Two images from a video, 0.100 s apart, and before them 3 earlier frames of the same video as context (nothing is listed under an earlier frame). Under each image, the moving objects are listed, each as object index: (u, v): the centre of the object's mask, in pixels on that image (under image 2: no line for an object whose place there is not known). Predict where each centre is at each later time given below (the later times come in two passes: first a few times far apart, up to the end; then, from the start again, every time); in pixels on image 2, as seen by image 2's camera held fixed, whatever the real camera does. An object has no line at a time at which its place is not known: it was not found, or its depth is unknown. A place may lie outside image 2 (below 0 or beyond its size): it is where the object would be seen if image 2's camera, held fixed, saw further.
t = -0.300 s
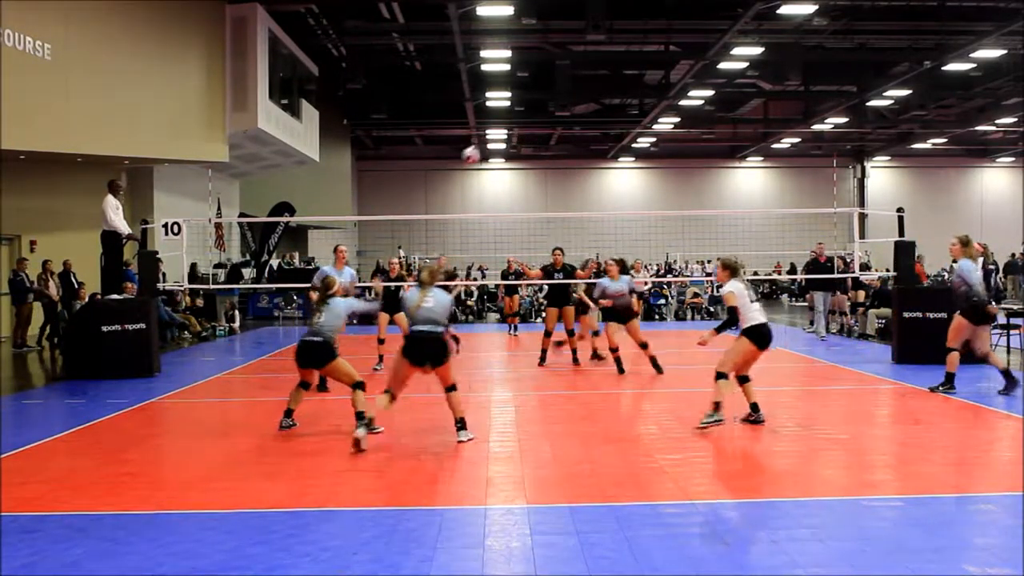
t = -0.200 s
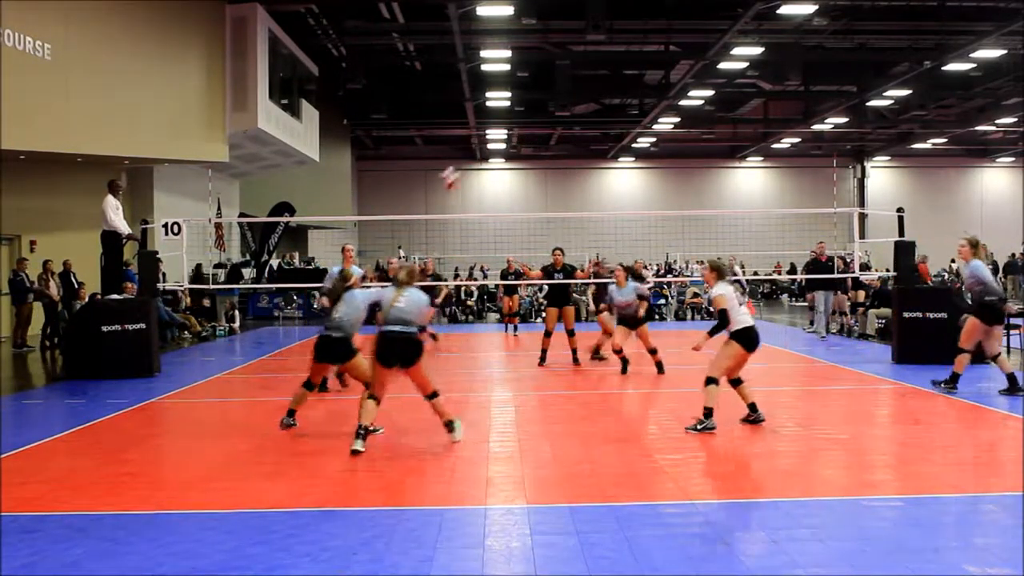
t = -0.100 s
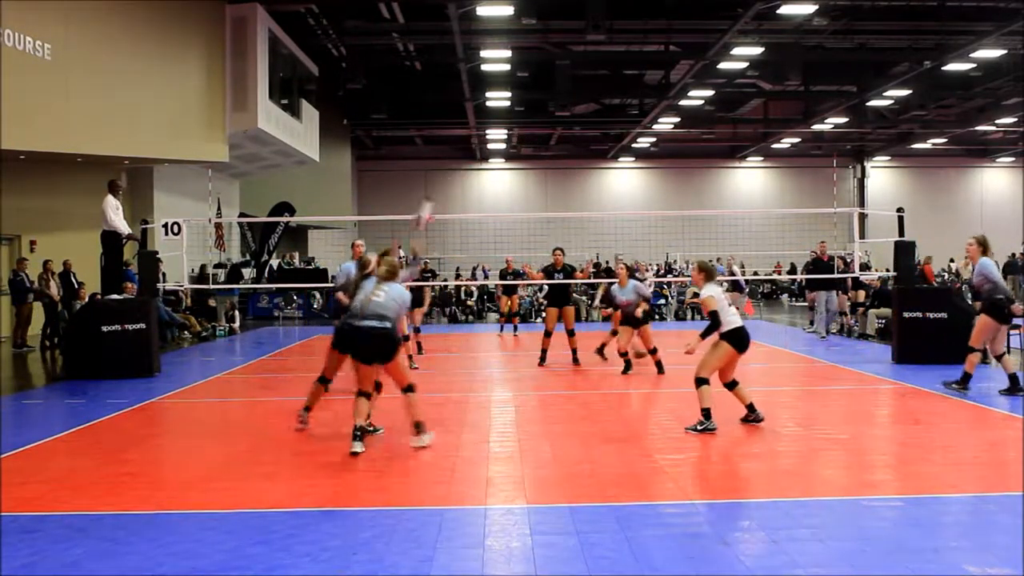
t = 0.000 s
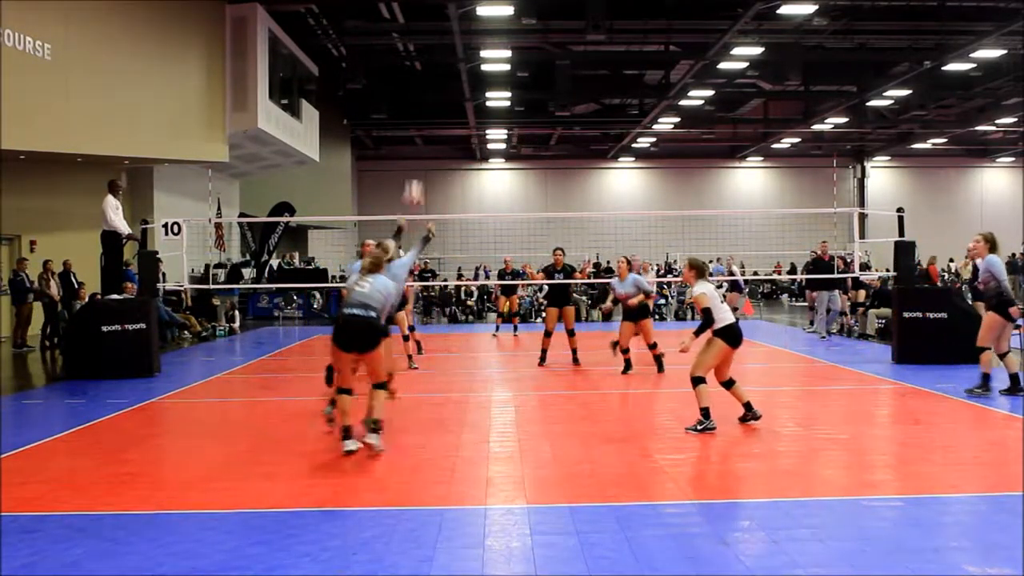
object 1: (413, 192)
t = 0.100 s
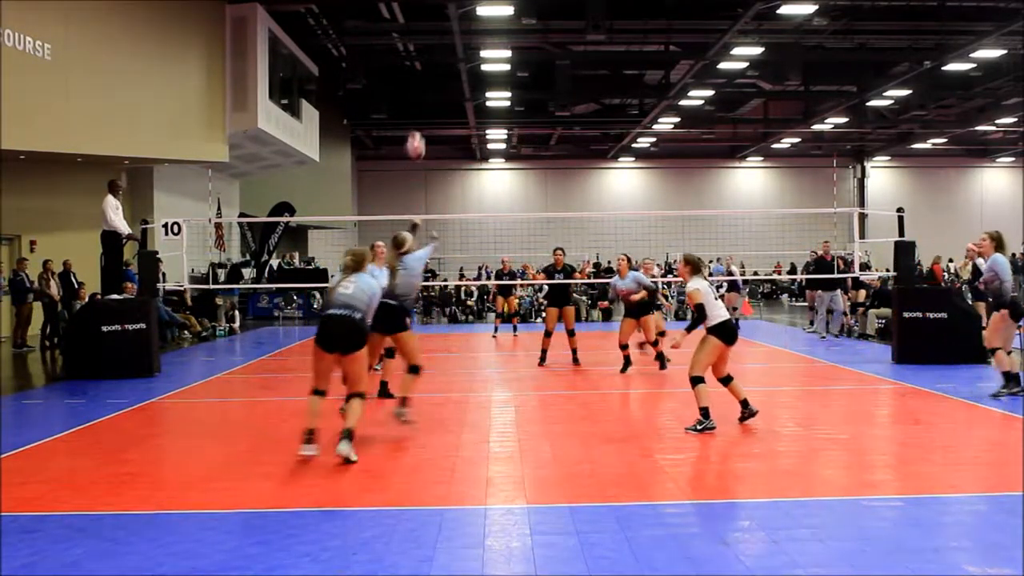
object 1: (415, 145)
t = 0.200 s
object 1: (416, 108)
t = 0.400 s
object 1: (418, 69)
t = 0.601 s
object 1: (419, 67)
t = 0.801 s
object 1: (420, 96)
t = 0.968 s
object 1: (422, 142)
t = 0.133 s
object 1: (415, 132)
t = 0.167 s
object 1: (417, 118)
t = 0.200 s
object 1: (416, 108)
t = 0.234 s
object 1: (417, 99)
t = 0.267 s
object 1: (417, 91)
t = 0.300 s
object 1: (417, 83)
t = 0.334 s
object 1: (417, 78)
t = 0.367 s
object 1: (418, 73)
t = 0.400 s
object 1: (418, 69)
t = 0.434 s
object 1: (418, 67)
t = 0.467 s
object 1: (418, 65)
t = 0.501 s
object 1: (418, 64)
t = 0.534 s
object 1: (419, 64)
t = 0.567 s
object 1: (419, 65)
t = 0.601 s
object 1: (419, 67)
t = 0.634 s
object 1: (419, 70)
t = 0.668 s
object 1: (419, 73)
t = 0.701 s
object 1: (420, 78)
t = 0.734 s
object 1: (420, 84)
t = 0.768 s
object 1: (420, 90)
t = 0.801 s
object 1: (420, 96)
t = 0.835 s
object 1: (421, 104)
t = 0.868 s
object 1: (421, 112)
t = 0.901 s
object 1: (421, 120)
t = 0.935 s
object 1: (421, 132)
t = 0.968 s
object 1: (422, 142)
